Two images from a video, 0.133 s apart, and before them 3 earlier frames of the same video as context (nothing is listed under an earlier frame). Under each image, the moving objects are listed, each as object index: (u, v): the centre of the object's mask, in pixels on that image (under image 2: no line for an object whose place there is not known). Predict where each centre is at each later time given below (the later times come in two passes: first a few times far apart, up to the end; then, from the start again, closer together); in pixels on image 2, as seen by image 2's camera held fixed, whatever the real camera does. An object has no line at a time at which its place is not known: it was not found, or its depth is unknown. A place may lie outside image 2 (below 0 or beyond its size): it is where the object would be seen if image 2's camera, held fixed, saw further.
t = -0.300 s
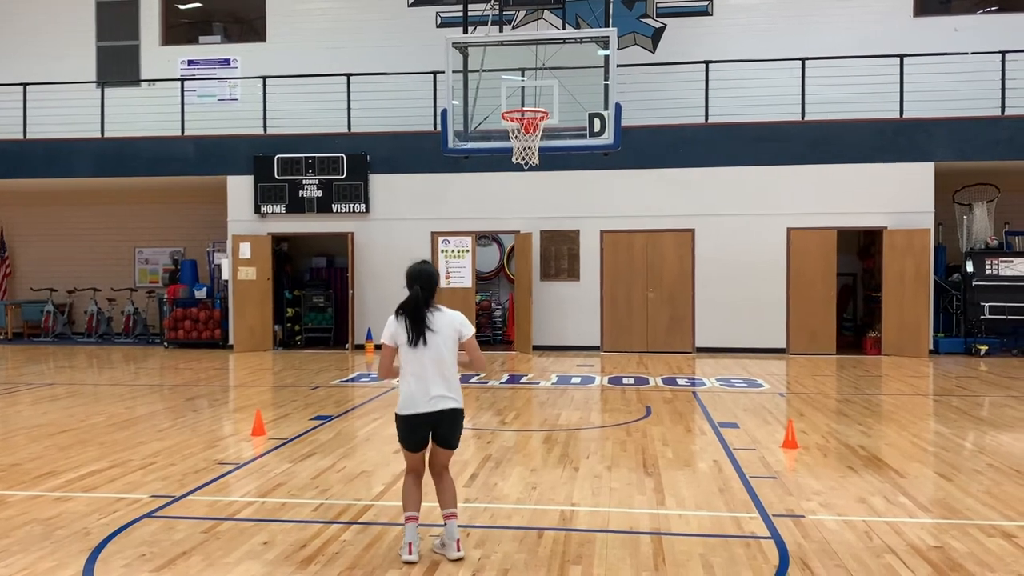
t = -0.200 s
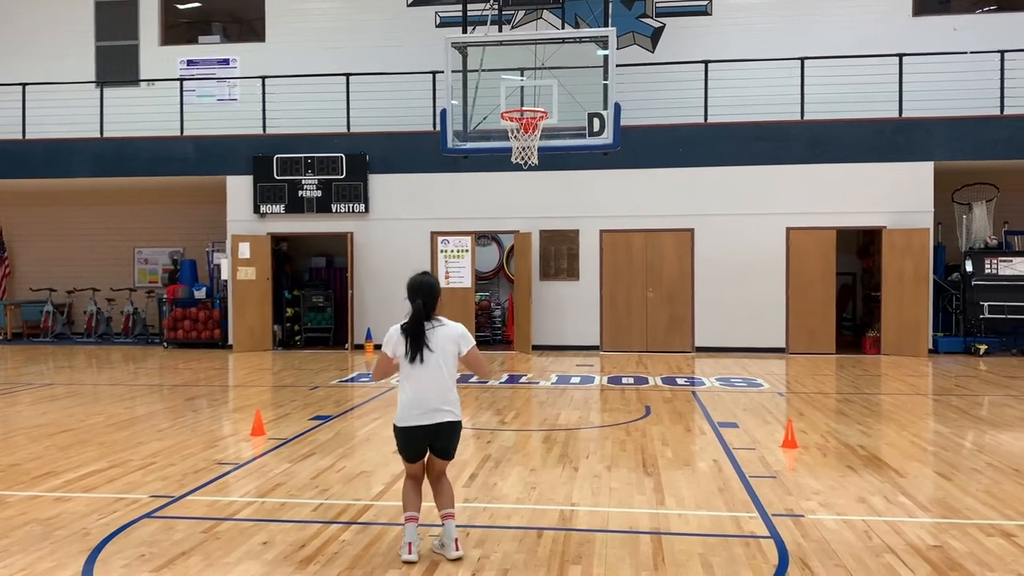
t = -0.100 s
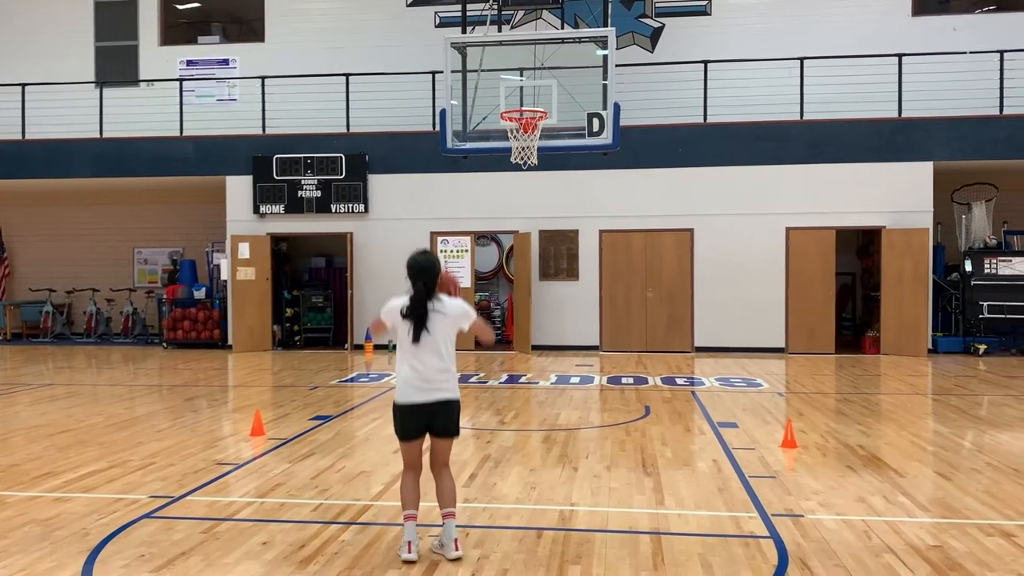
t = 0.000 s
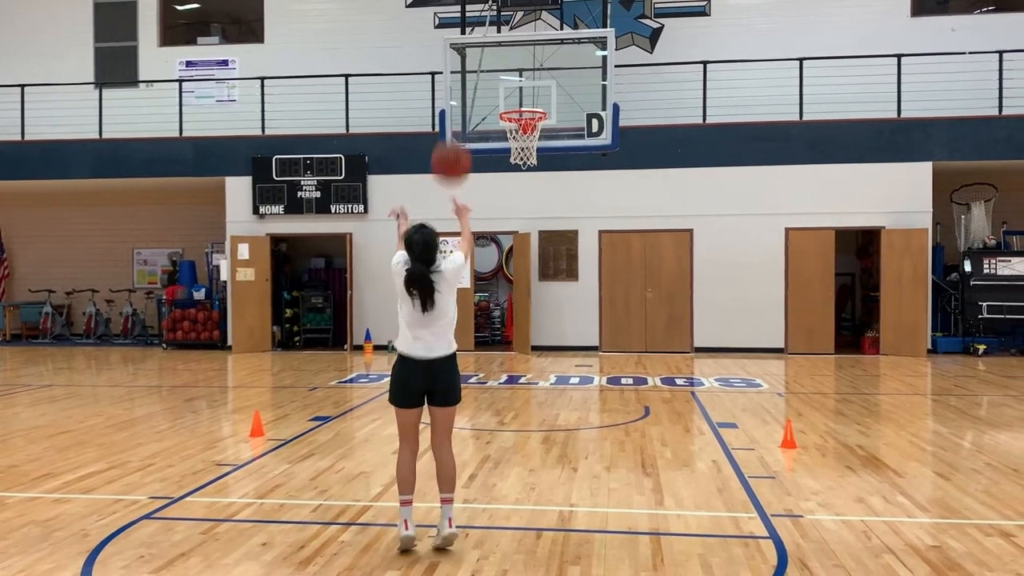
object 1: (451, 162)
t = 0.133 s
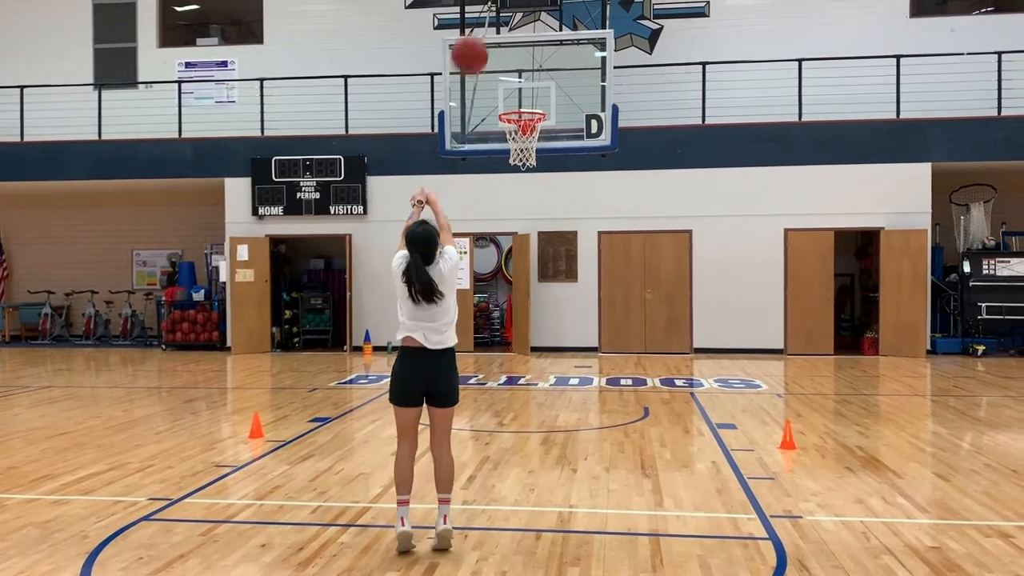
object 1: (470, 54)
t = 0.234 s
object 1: (482, 8)
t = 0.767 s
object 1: (534, 4)
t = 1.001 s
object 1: (551, 109)
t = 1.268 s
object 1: (589, 121)
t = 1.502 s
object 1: (624, 205)
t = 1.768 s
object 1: (675, 408)
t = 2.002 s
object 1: (713, 291)
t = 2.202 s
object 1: (749, 218)
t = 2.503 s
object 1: (806, 226)
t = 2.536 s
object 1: (812, 235)
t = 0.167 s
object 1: (474, 34)
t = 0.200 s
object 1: (478, 16)
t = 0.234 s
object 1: (482, 8)
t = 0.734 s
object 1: (531, 0)
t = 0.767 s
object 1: (534, 4)
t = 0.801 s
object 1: (537, 28)
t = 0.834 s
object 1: (540, 41)
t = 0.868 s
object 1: (542, 54)
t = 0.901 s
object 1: (544, 68)
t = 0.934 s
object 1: (546, 83)
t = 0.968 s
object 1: (547, 98)
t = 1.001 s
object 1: (551, 109)
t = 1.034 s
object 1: (560, 109)
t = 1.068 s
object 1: (564, 108)
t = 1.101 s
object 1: (568, 107)
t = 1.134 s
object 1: (572, 108)
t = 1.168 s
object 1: (576, 109)
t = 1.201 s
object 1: (580, 112)
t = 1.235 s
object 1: (584, 115)
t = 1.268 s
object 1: (589, 121)
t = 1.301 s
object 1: (597, 134)
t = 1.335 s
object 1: (602, 143)
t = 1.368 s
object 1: (607, 153)
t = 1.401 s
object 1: (611, 163)
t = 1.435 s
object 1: (615, 176)
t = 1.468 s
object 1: (620, 190)
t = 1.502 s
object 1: (624, 205)
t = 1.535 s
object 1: (629, 221)
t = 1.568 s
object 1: (640, 261)
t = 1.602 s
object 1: (645, 282)
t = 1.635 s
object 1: (650, 304)
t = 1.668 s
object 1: (656, 327)
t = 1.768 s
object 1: (675, 408)
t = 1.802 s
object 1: (680, 423)
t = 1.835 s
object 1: (689, 379)
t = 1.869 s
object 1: (694, 360)
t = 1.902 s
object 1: (699, 341)
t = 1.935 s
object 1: (704, 323)
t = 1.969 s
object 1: (708, 306)
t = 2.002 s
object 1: (713, 291)
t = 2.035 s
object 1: (718, 277)
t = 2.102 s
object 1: (732, 242)
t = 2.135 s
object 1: (738, 233)
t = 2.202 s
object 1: (749, 218)
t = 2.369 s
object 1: (782, 206)
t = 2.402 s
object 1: (789, 208)
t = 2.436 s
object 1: (794, 213)
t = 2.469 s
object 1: (801, 218)
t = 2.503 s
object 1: (806, 226)
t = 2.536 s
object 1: (812, 235)
